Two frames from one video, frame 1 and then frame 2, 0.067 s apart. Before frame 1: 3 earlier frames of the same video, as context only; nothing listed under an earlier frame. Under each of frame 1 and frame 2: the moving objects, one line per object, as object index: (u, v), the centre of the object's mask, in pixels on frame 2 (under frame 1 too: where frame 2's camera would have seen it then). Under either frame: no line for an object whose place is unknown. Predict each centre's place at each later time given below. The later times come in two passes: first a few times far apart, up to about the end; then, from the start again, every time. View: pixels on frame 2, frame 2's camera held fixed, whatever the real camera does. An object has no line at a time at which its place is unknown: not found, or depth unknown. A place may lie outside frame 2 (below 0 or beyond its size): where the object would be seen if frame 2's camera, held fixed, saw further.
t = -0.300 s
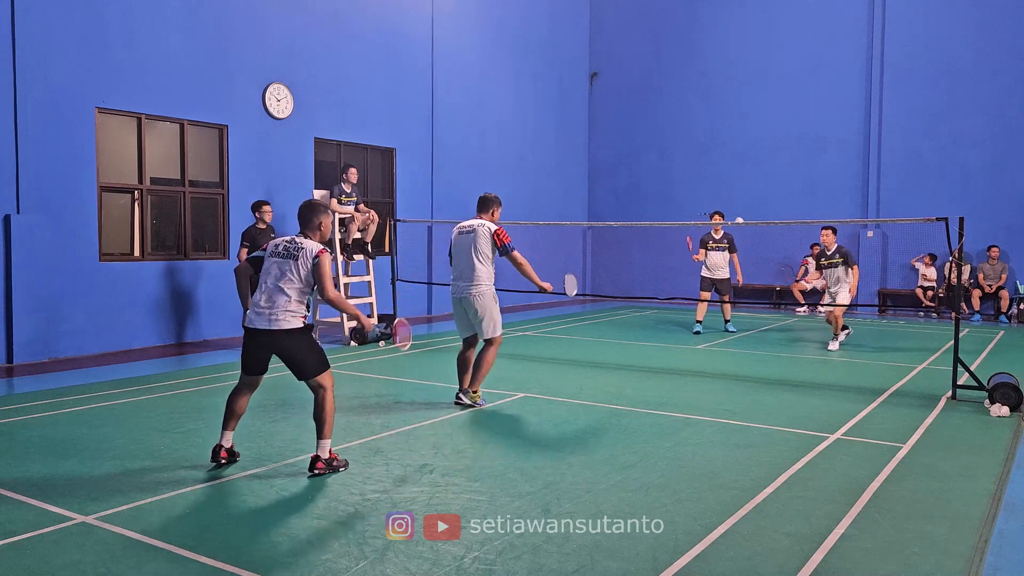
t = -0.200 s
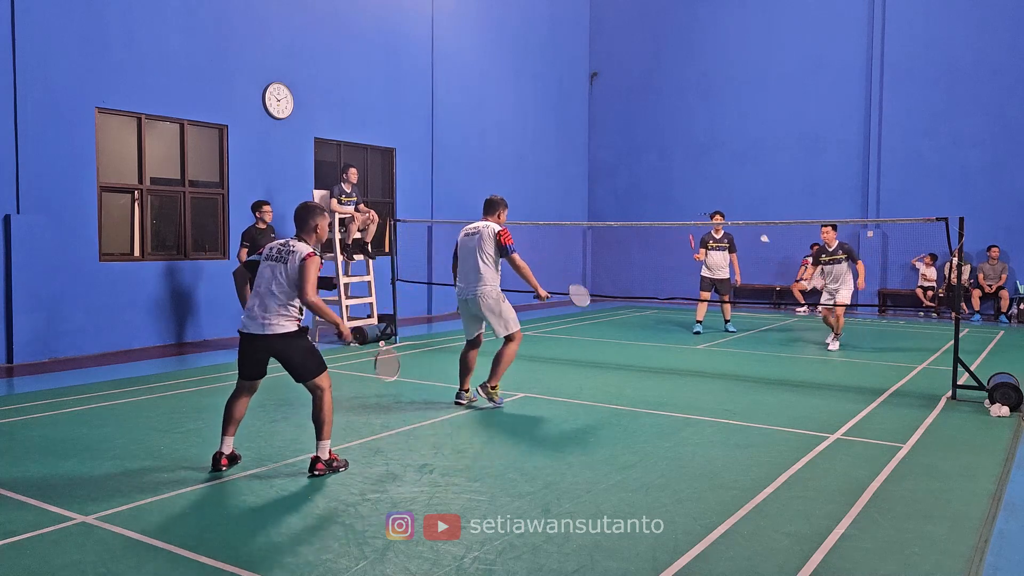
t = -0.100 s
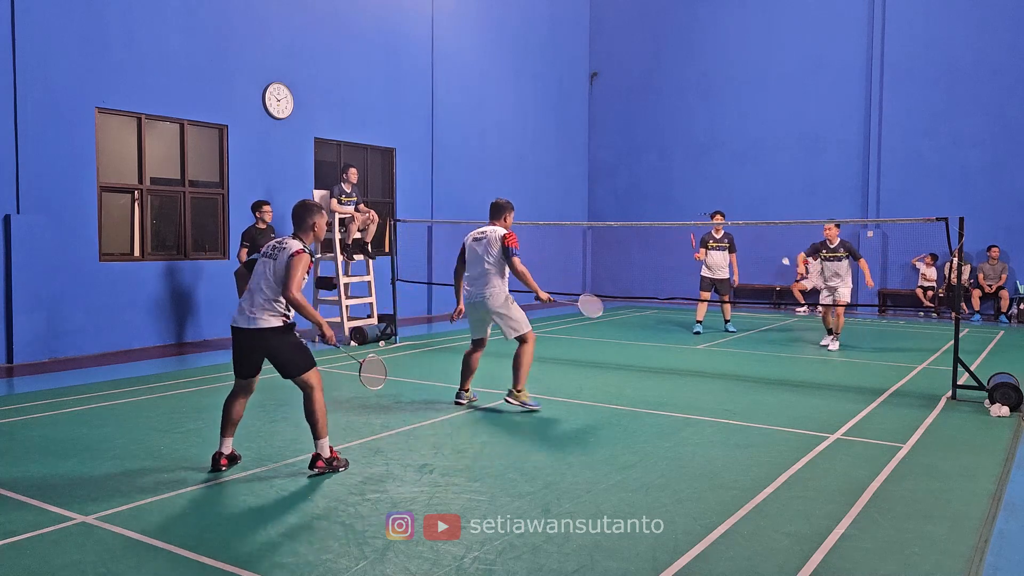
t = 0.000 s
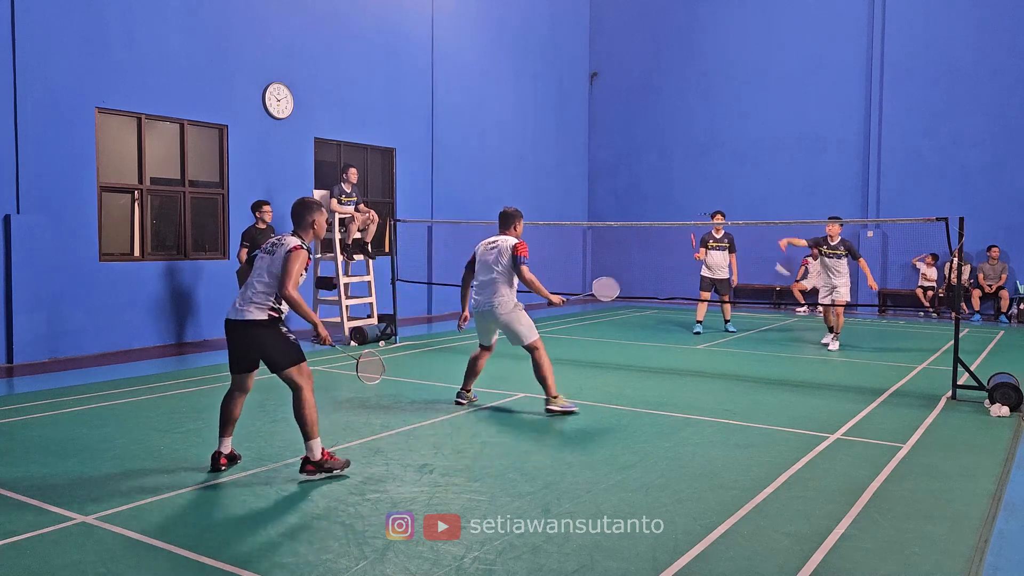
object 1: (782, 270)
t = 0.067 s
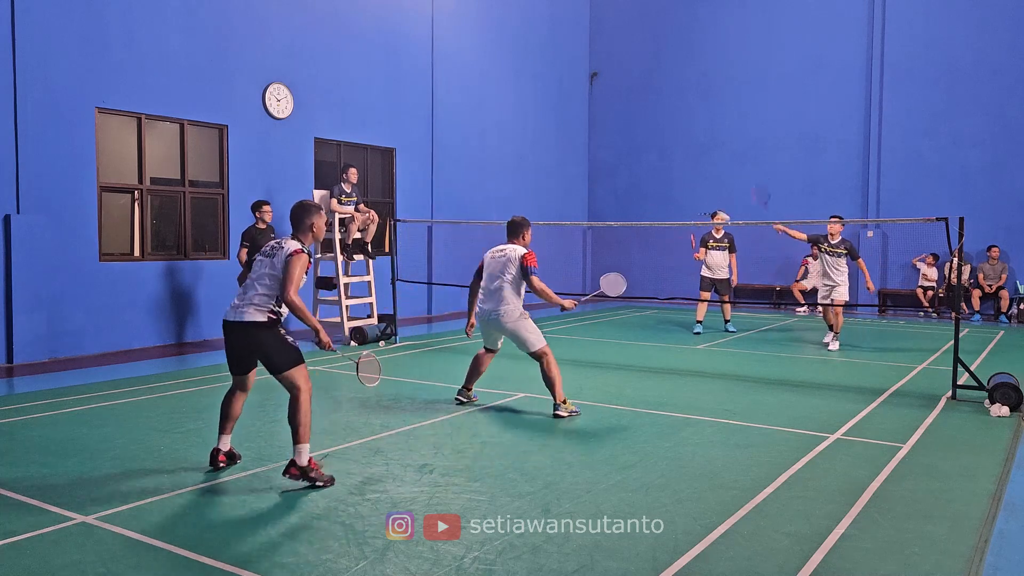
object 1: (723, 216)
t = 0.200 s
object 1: (620, 139)
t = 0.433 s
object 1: (460, 59)
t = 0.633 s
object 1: (329, 44)
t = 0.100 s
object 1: (695, 195)
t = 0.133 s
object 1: (670, 174)
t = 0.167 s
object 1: (644, 155)
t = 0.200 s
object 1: (620, 139)
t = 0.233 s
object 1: (596, 123)
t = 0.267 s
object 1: (572, 109)
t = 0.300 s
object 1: (549, 96)
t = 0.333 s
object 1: (526, 85)
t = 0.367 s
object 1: (504, 75)
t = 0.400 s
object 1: (482, 66)
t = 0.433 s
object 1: (460, 59)
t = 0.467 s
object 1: (437, 53)
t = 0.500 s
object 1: (416, 48)
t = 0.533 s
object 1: (394, 45)
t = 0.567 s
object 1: (372, 44)
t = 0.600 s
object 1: (351, 43)
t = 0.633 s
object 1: (329, 44)
